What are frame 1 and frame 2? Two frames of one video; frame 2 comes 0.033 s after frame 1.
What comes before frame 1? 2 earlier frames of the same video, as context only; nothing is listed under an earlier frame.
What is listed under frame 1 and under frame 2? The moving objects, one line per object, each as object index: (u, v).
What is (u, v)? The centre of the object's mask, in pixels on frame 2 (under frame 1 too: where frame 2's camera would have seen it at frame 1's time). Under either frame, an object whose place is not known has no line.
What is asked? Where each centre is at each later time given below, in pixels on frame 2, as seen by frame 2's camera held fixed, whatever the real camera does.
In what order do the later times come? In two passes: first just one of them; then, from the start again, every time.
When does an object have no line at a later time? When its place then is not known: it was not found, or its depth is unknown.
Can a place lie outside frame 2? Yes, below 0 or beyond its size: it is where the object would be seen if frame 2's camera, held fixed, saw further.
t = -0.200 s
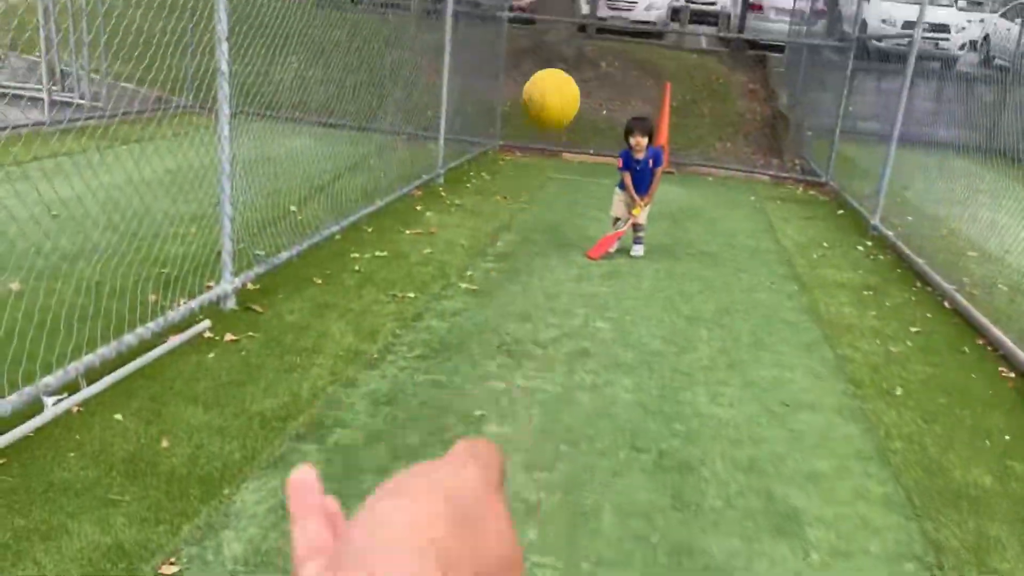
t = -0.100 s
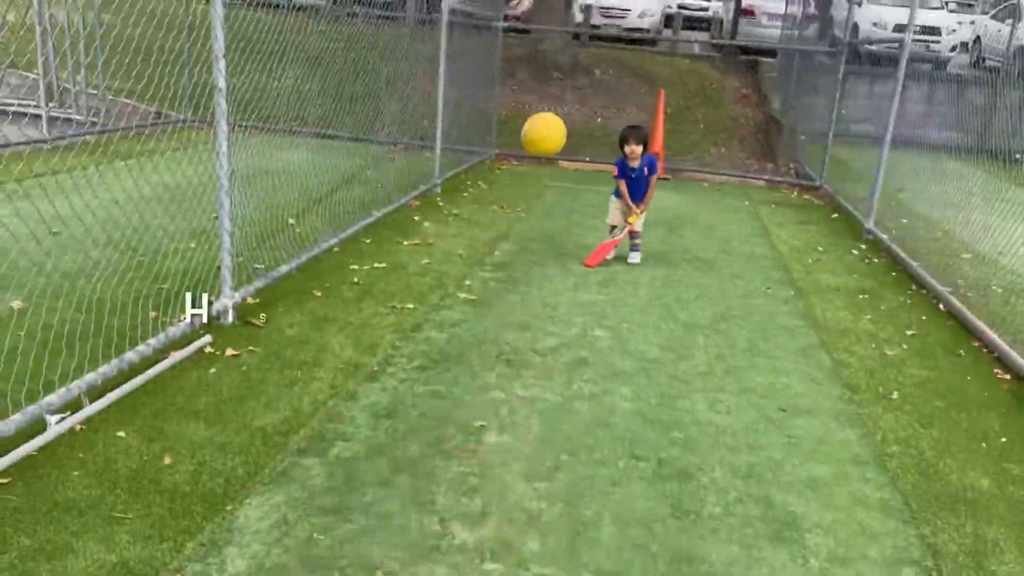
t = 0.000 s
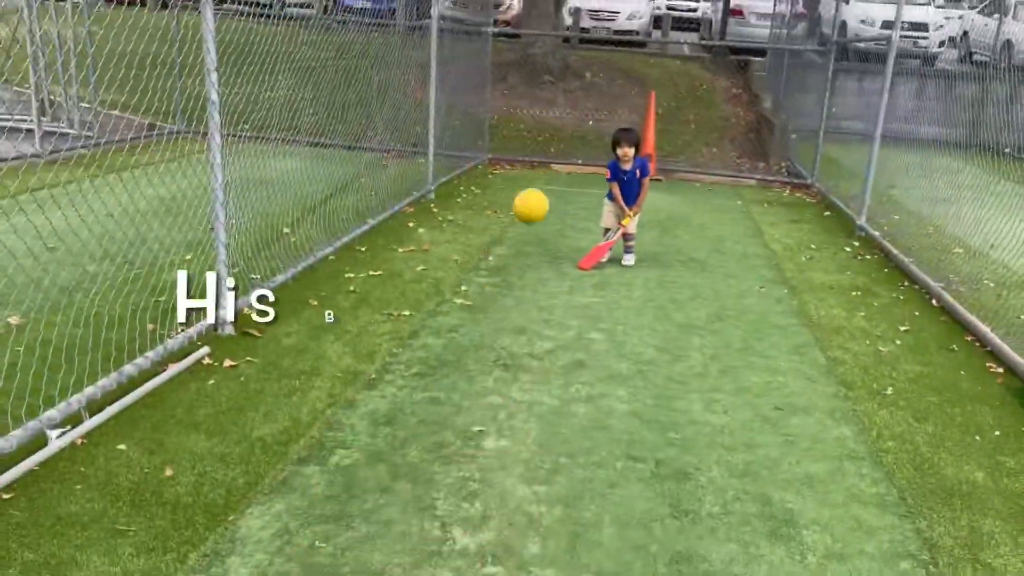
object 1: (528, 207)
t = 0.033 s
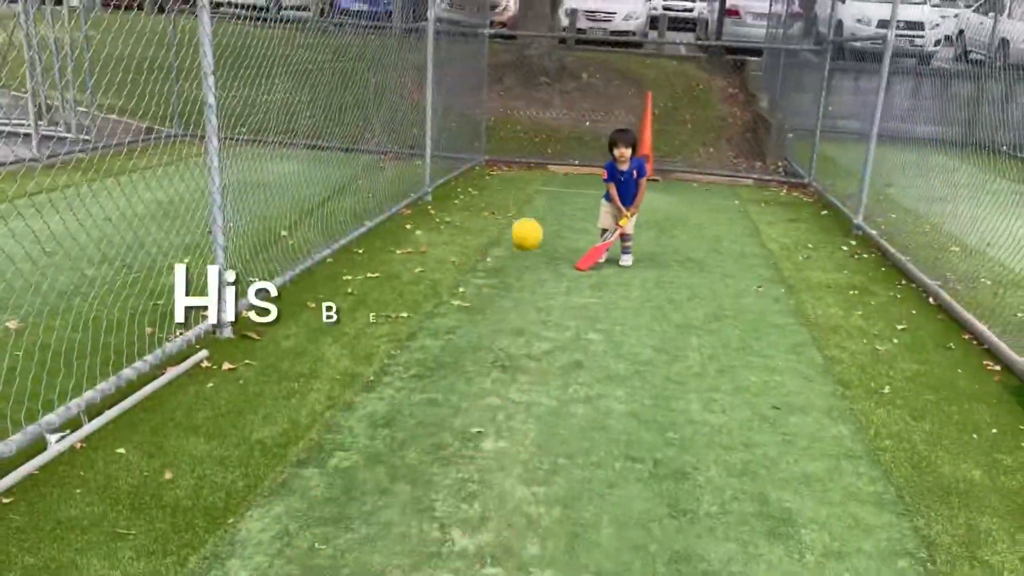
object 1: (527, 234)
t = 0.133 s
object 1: (520, 323)
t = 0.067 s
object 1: (524, 263)
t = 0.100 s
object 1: (521, 293)
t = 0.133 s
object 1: (520, 323)
